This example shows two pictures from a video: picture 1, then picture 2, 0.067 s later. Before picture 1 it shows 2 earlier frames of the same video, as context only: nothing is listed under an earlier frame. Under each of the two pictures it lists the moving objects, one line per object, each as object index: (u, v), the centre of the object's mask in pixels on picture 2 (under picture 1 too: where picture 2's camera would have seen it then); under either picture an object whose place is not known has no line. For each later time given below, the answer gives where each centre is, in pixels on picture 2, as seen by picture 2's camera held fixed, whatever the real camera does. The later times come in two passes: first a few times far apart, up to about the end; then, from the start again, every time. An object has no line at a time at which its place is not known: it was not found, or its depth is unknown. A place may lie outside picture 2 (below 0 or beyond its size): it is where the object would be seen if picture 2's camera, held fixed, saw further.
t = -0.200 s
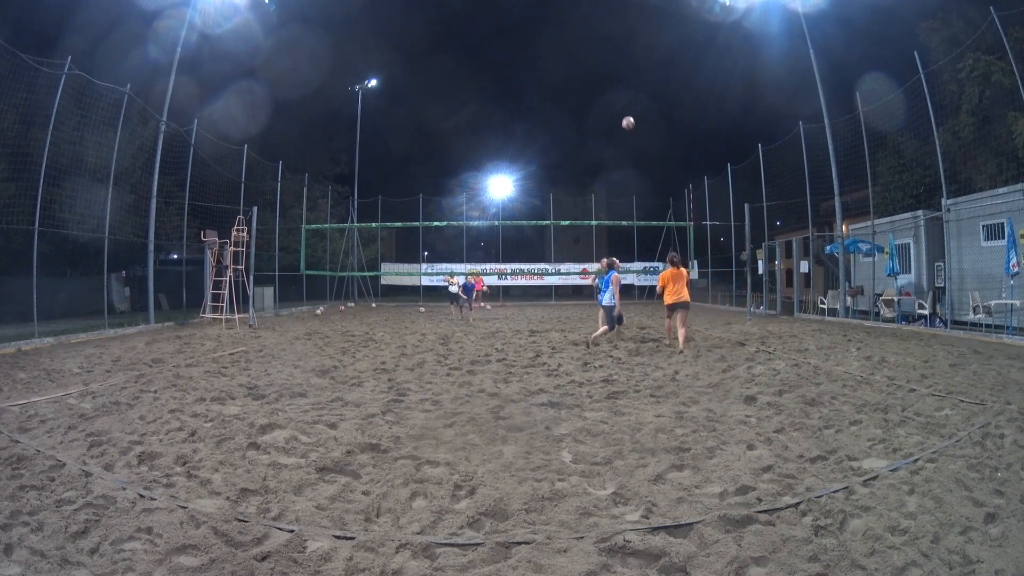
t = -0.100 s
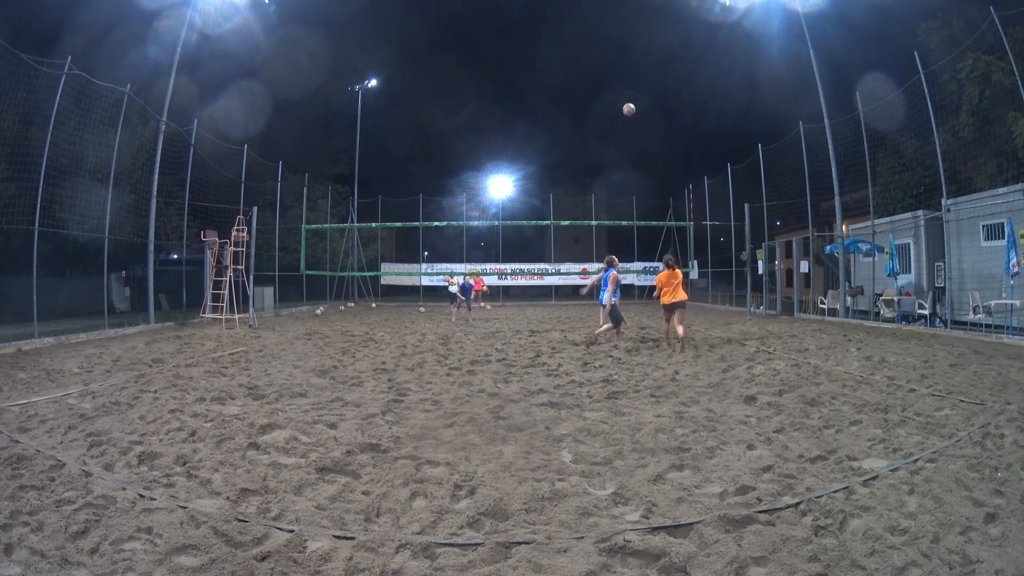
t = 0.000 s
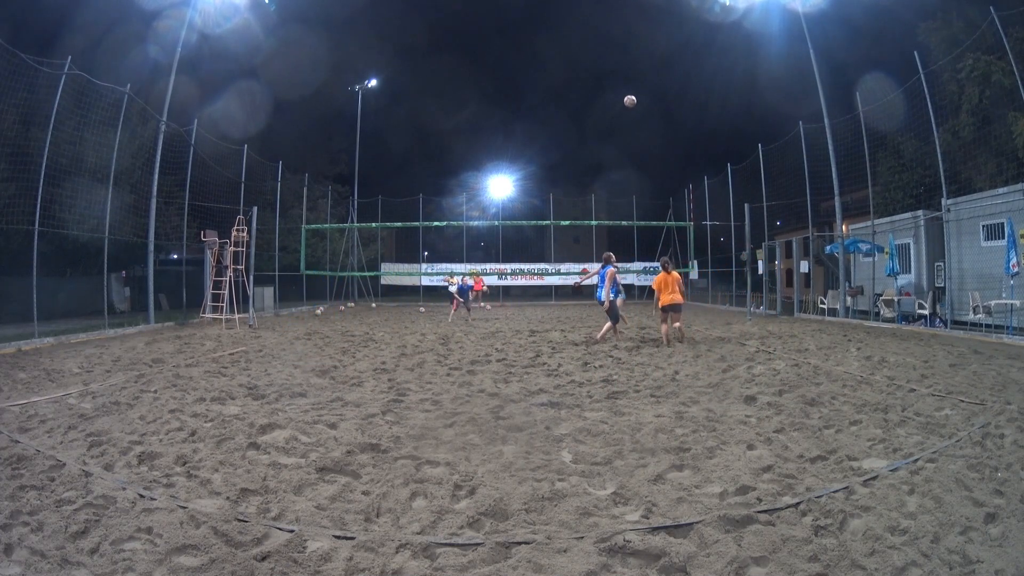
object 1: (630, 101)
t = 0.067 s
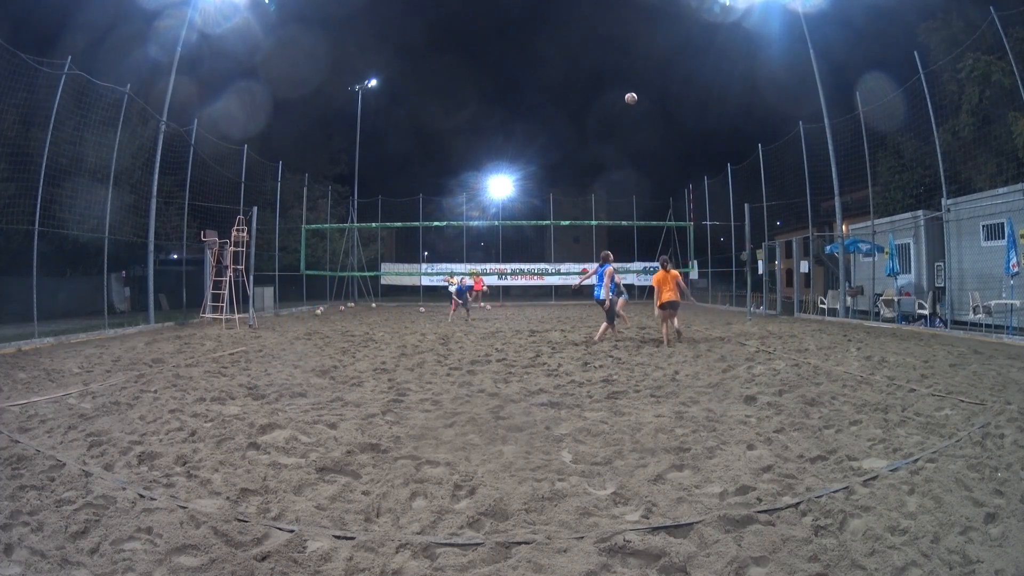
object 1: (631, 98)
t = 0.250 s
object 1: (634, 101)
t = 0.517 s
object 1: (641, 133)
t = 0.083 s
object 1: (631, 98)
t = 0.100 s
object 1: (631, 98)
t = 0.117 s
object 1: (632, 98)
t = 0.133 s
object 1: (632, 98)
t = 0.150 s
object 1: (632, 98)
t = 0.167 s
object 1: (633, 98)
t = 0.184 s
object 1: (633, 99)
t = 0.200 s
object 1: (633, 99)
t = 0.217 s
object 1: (634, 100)
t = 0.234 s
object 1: (634, 101)
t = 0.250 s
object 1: (634, 101)
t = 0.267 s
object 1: (635, 102)
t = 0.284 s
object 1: (635, 104)
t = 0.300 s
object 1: (635, 105)
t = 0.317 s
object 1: (636, 106)
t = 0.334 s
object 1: (636, 108)
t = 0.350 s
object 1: (636, 110)
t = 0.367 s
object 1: (637, 111)
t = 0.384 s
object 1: (637, 113)
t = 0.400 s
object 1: (638, 115)
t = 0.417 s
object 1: (638, 117)
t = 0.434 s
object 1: (639, 120)
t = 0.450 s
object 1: (639, 122)
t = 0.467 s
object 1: (639, 125)
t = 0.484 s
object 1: (640, 128)
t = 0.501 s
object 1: (640, 130)
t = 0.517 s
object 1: (641, 133)
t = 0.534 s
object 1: (641, 136)
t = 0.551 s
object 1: (642, 140)
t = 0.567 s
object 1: (642, 143)
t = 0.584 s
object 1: (643, 146)
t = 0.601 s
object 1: (643, 150)
